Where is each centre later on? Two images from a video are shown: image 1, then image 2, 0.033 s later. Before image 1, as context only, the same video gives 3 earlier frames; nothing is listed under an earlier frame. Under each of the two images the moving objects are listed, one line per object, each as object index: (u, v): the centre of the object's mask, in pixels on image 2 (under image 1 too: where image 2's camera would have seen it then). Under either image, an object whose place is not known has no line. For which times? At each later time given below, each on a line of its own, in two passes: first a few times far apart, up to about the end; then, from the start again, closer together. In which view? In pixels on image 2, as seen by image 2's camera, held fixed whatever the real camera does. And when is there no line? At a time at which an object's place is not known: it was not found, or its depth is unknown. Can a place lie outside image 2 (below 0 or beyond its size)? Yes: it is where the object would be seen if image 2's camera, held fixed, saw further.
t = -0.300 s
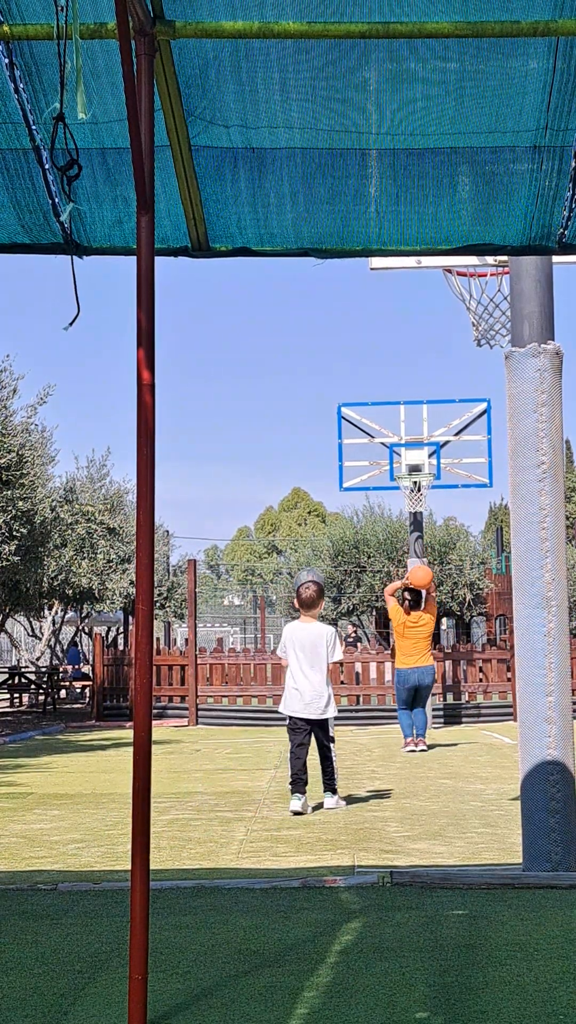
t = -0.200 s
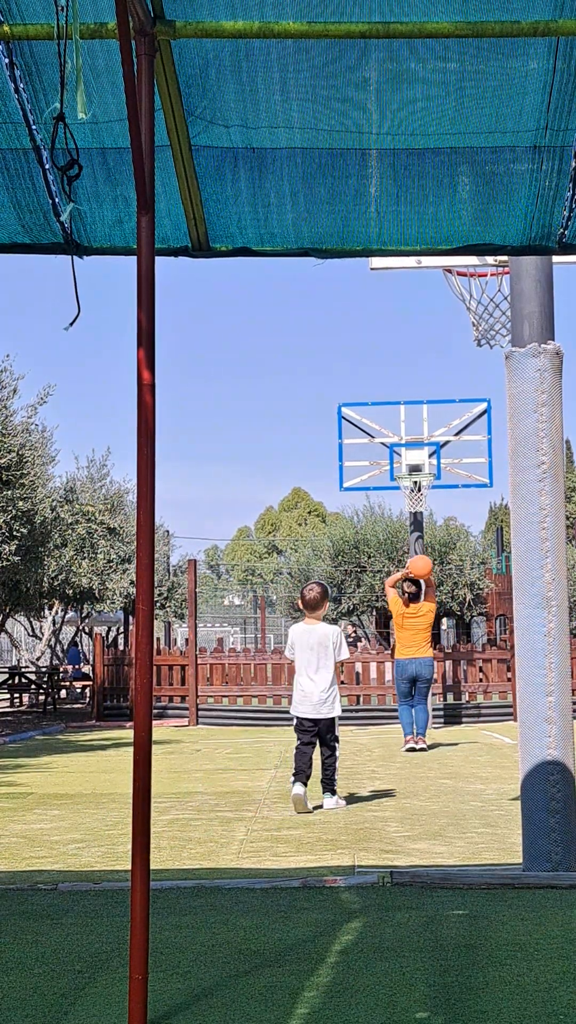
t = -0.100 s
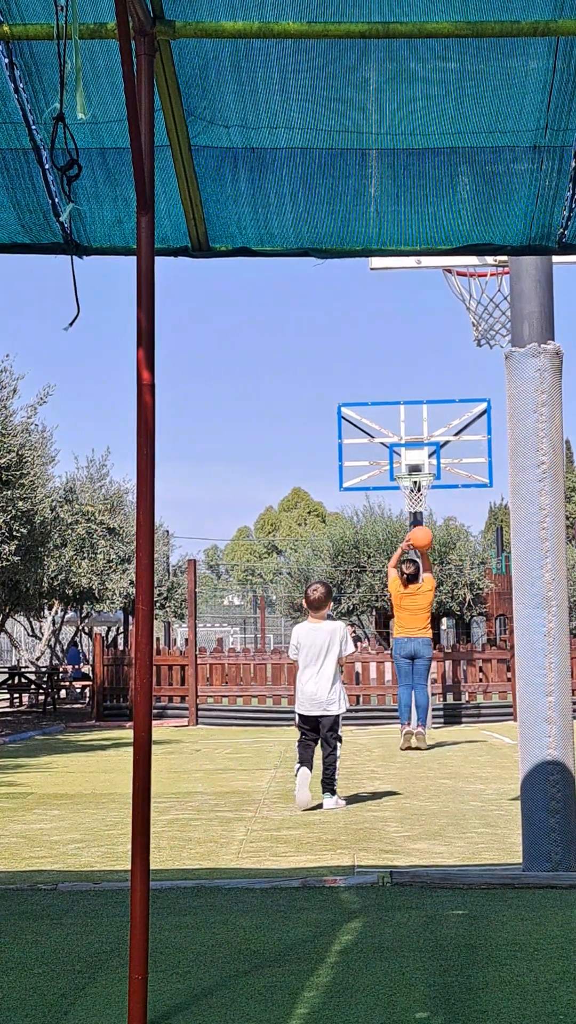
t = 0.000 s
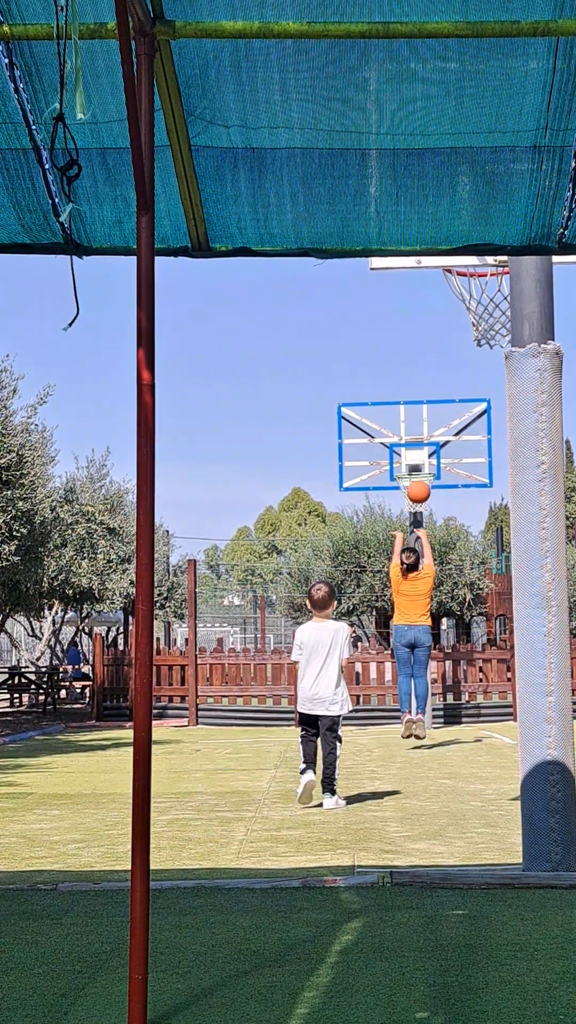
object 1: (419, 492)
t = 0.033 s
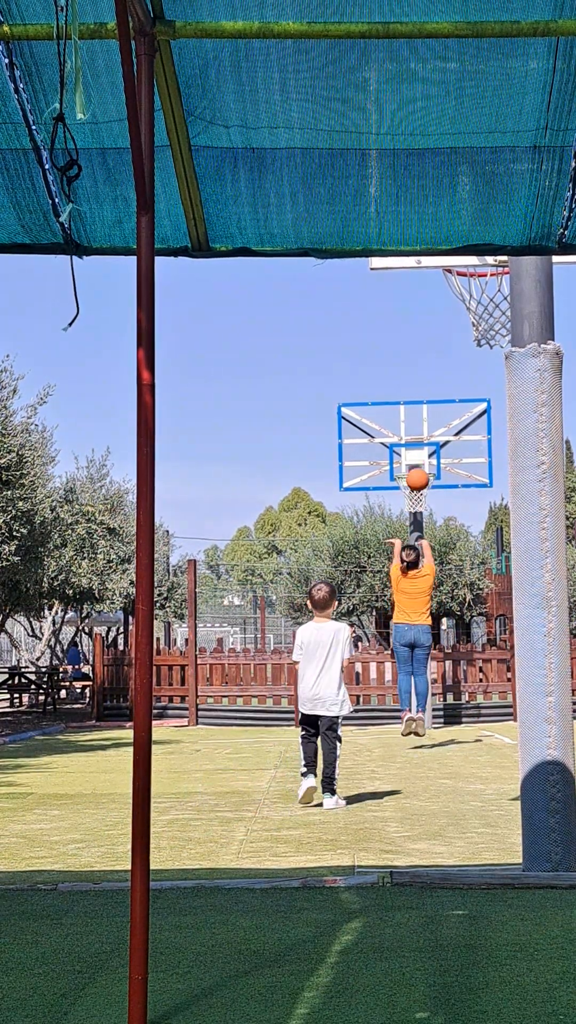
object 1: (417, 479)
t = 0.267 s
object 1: (412, 434)
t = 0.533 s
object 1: (409, 448)
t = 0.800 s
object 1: (380, 503)
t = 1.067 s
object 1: (317, 612)
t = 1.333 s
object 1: (264, 696)
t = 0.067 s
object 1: (416, 469)
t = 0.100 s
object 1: (415, 460)
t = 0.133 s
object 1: (414, 452)
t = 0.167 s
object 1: (414, 445)
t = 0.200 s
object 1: (413, 440)
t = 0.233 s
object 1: (412, 437)
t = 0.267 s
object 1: (412, 434)
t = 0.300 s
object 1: (411, 432)
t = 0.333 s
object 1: (411, 431)
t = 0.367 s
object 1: (411, 432)
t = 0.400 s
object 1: (410, 433)
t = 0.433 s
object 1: (410, 435)
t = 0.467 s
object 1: (409, 439)
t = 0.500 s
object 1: (409, 443)
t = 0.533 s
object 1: (409, 448)
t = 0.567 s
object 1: (408, 453)
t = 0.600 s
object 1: (408, 460)
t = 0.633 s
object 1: (408, 467)
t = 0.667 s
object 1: (407, 475)
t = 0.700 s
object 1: (401, 481)
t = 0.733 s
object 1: (394, 487)
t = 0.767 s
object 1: (387, 495)
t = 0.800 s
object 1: (380, 503)
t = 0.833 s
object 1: (372, 512)
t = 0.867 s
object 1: (365, 523)
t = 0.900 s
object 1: (357, 535)
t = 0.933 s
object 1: (350, 549)
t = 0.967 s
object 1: (343, 562)
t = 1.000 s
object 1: (336, 578)
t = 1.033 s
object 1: (326, 588)
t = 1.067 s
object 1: (317, 612)
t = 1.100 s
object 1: (311, 628)
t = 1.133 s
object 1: (304, 650)
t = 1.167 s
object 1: (298, 672)
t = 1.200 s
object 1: (291, 695)
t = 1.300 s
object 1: (270, 711)
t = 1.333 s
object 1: (264, 696)
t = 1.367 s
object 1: (258, 683)
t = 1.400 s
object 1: (252, 671)
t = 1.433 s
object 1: (247, 659)
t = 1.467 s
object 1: (241, 648)
